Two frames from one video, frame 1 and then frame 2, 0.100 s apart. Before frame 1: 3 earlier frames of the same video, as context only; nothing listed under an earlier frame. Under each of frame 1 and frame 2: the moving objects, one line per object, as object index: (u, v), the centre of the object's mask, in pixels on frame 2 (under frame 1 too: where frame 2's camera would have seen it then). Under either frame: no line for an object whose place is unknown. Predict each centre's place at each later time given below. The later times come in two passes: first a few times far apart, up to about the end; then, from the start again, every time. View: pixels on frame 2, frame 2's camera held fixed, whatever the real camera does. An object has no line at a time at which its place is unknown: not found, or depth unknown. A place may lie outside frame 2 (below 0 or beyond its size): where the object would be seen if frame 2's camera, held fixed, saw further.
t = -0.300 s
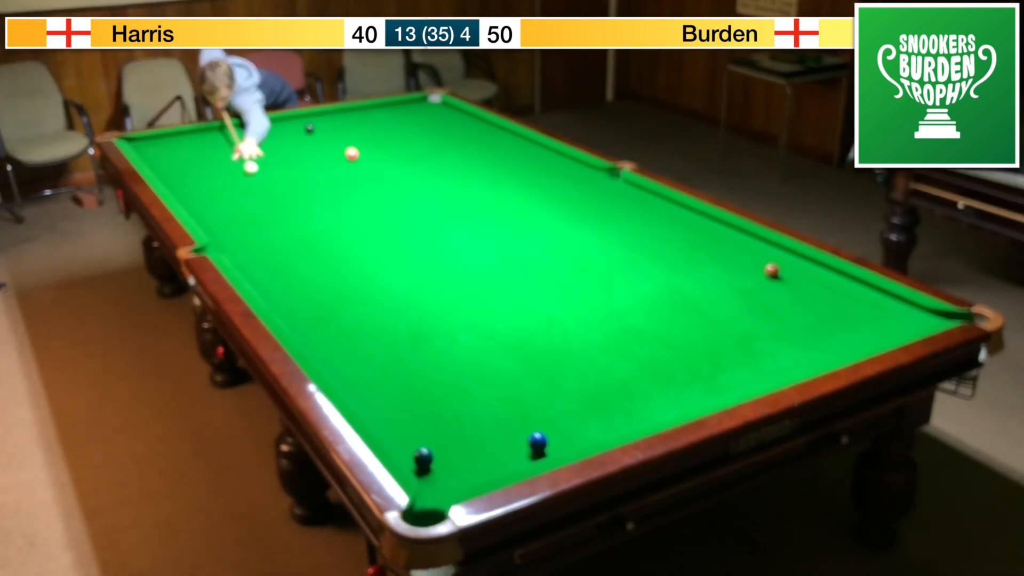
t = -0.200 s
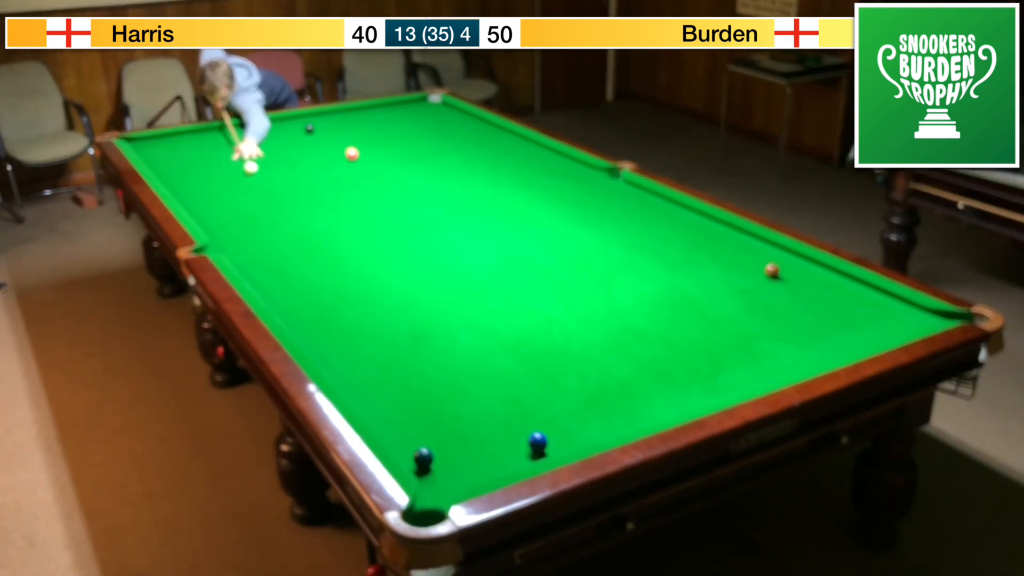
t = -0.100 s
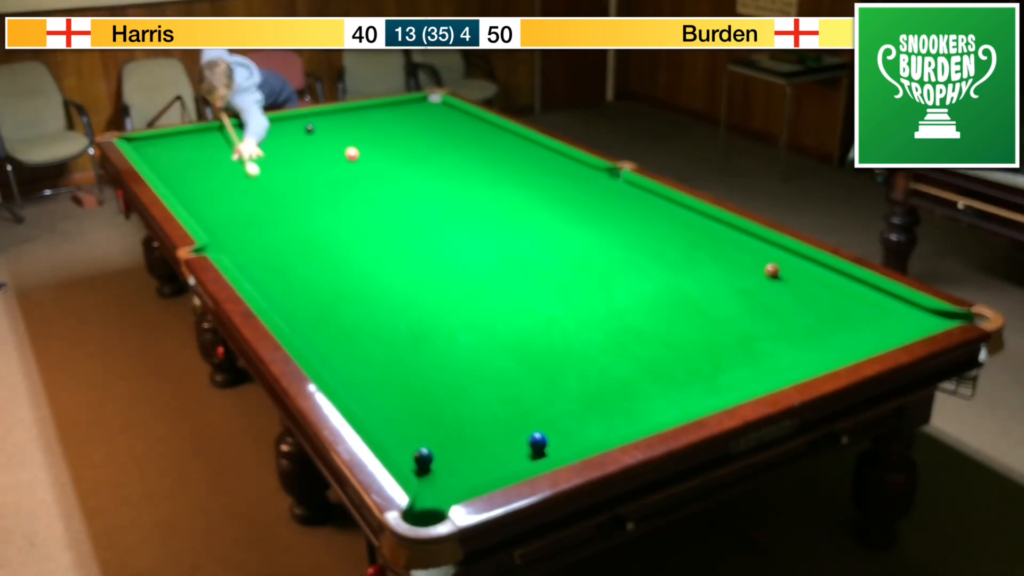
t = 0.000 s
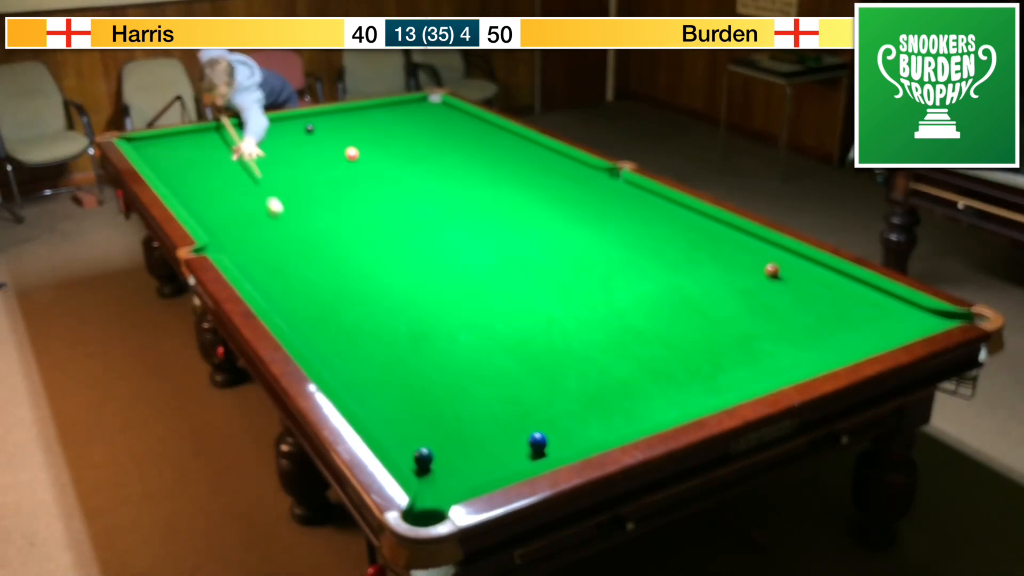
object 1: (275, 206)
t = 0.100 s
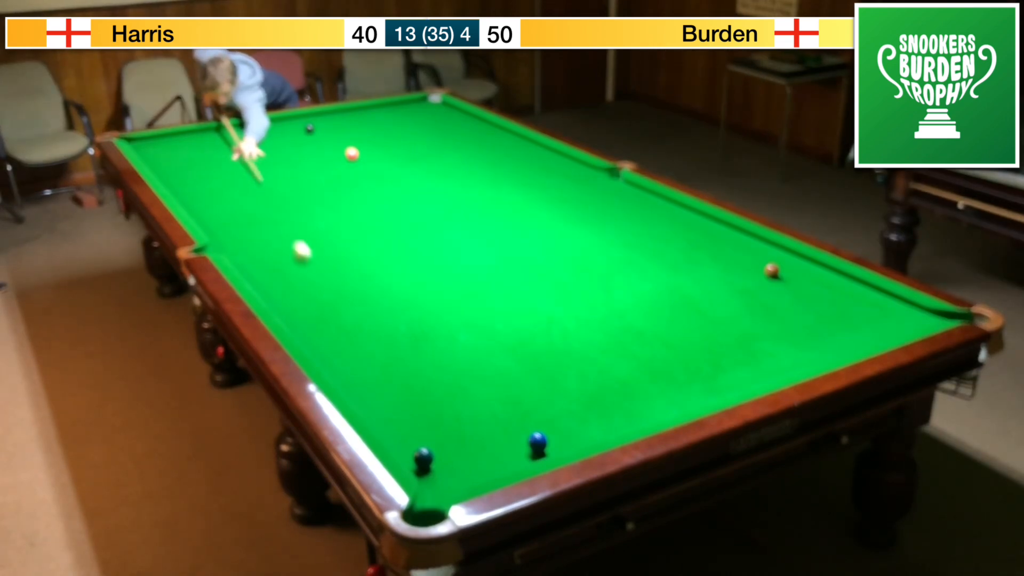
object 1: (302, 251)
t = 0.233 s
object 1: (348, 326)
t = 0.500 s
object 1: (440, 448)
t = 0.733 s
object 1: (475, 452)
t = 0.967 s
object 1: (508, 456)
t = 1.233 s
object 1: (533, 452)
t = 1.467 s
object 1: (536, 451)
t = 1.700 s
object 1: (537, 451)
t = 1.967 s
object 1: (536, 451)
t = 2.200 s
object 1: (536, 451)
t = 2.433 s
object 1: (536, 451)
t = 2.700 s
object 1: (536, 451)
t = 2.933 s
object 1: (536, 451)
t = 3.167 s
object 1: (536, 451)
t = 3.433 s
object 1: (536, 451)
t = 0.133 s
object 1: (312, 268)
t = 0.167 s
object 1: (323, 286)
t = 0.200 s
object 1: (335, 305)
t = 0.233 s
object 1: (348, 326)
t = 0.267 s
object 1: (362, 347)
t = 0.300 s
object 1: (376, 371)
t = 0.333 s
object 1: (392, 398)
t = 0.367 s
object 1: (409, 426)
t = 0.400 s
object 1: (423, 444)
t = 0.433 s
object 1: (429, 446)
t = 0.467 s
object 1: (435, 447)
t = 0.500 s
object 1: (440, 448)
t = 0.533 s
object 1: (445, 448)
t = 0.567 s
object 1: (450, 449)
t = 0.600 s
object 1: (455, 449)
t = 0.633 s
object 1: (460, 450)
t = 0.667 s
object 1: (465, 451)
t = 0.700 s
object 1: (470, 451)
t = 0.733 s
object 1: (475, 452)
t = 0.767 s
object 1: (480, 453)
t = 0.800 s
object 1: (485, 453)
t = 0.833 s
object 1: (490, 454)
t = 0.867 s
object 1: (494, 455)
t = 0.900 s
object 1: (499, 455)
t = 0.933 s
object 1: (504, 456)
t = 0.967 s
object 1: (508, 456)
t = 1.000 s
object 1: (513, 456)
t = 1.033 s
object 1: (517, 457)
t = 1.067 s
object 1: (522, 457)
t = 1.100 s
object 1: (526, 456)
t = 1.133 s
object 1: (530, 456)
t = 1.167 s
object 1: (531, 455)
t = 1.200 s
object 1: (532, 454)
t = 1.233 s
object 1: (533, 452)
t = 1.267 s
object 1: (534, 452)
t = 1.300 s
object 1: (534, 452)
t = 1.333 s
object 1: (535, 451)
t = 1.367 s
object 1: (535, 451)
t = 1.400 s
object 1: (536, 451)
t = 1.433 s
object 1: (536, 451)
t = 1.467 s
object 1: (536, 451)
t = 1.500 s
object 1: (536, 451)
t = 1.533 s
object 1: (537, 451)
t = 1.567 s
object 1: (537, 451)
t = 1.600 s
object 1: (537, 451)
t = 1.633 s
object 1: (537, 450)
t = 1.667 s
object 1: (537, 451)
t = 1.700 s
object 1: (537, 451)
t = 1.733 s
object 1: (537, 451)
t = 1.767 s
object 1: (537, 451)
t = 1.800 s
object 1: (537, 451)
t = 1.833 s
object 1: (537, 451)
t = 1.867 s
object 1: (537, 451)
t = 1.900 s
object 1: (537, 451)
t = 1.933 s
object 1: (537, 450)
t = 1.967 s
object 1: (536, 451)
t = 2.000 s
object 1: (536, 451)
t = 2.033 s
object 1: (536, 451)
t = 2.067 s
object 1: (536, 451)
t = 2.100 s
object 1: (536, 451)
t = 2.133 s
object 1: (536, 451)
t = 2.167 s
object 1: (536, 451)
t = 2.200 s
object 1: (536, 451)
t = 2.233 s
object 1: (536, 451)
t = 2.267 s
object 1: (536, 451)
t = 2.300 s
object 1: (536, 451)
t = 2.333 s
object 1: (536, 451)
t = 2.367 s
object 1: (536, 451)
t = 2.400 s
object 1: (536, 451)
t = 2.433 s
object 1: (536, 451)
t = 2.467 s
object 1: (536, 451)
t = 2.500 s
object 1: (536, 451)
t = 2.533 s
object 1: (536, 451)
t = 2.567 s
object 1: (536, 451)
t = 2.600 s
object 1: (536, 451)
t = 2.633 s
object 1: (536, 451)
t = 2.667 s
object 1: (536, 451)
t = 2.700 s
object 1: (536, 451)
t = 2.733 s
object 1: (536, 451)
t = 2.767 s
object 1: (536, 451)
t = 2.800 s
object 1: (536, 451)
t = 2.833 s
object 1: (536, 451)
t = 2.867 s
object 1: (536, 451)
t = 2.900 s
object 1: (536, 451)
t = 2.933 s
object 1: (536, 451)
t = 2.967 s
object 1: (536, 451)
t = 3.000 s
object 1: (536, 451)
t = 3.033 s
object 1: (536, 451)
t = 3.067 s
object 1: (536, 451)
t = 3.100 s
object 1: (536, 451)
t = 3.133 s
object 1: (536, 451)
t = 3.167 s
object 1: (536, 451)
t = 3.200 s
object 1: (536, 451)
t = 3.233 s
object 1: (536, 451)
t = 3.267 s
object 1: (536, 451)
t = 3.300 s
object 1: (536, 451)
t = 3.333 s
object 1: (536, 451)
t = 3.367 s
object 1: (536, 451)
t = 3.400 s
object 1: (536, 451)
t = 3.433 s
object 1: (536, 451)
